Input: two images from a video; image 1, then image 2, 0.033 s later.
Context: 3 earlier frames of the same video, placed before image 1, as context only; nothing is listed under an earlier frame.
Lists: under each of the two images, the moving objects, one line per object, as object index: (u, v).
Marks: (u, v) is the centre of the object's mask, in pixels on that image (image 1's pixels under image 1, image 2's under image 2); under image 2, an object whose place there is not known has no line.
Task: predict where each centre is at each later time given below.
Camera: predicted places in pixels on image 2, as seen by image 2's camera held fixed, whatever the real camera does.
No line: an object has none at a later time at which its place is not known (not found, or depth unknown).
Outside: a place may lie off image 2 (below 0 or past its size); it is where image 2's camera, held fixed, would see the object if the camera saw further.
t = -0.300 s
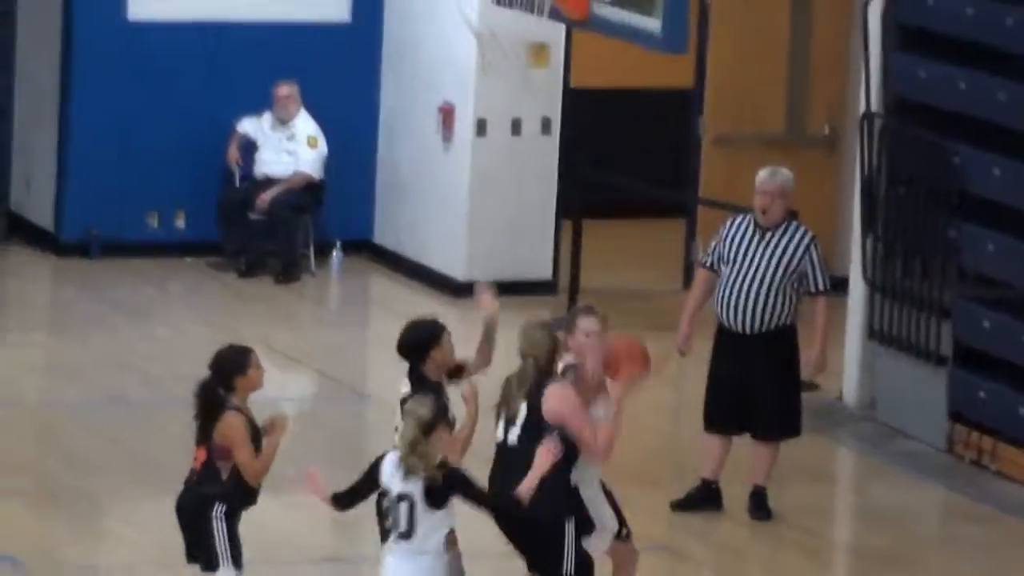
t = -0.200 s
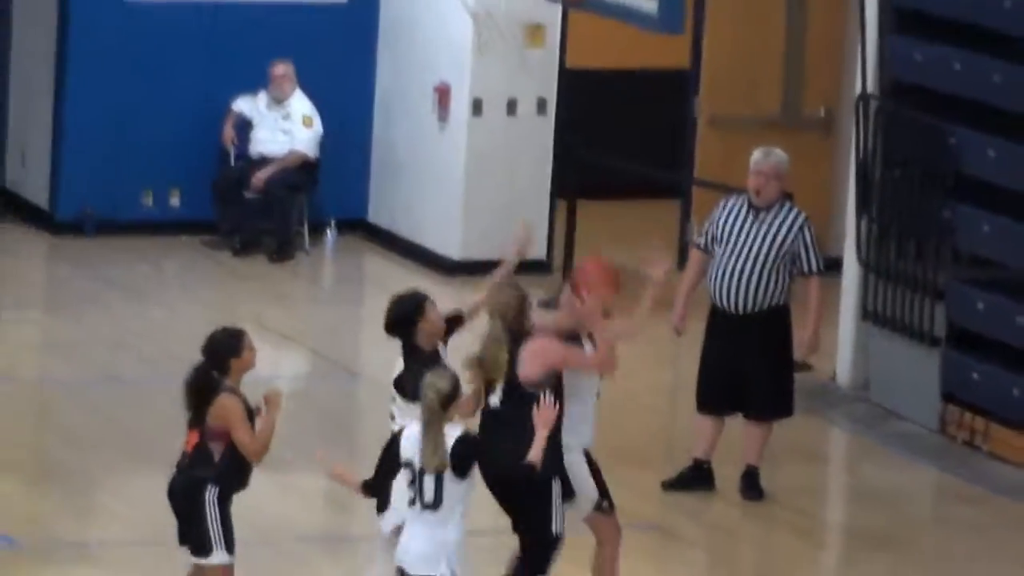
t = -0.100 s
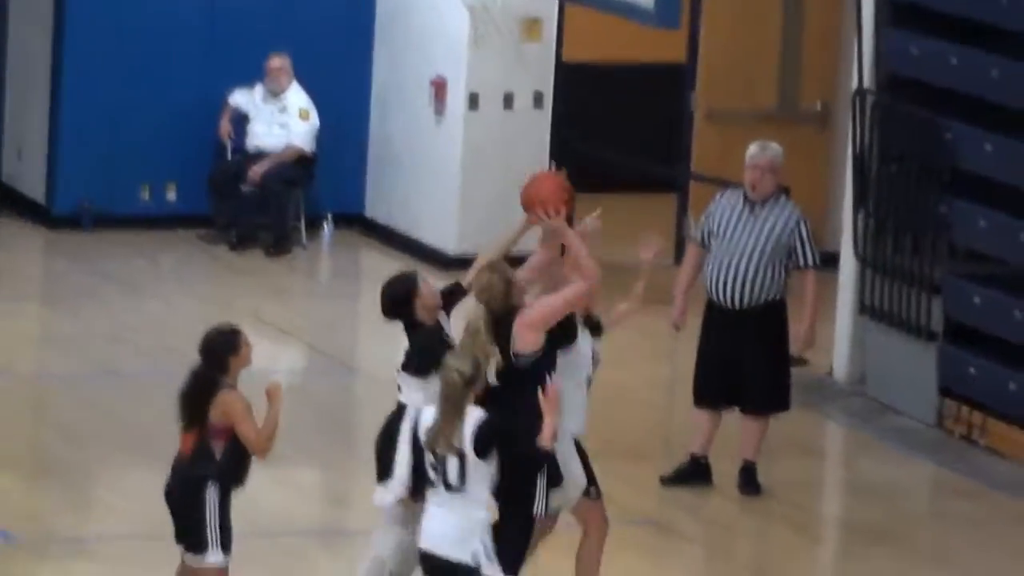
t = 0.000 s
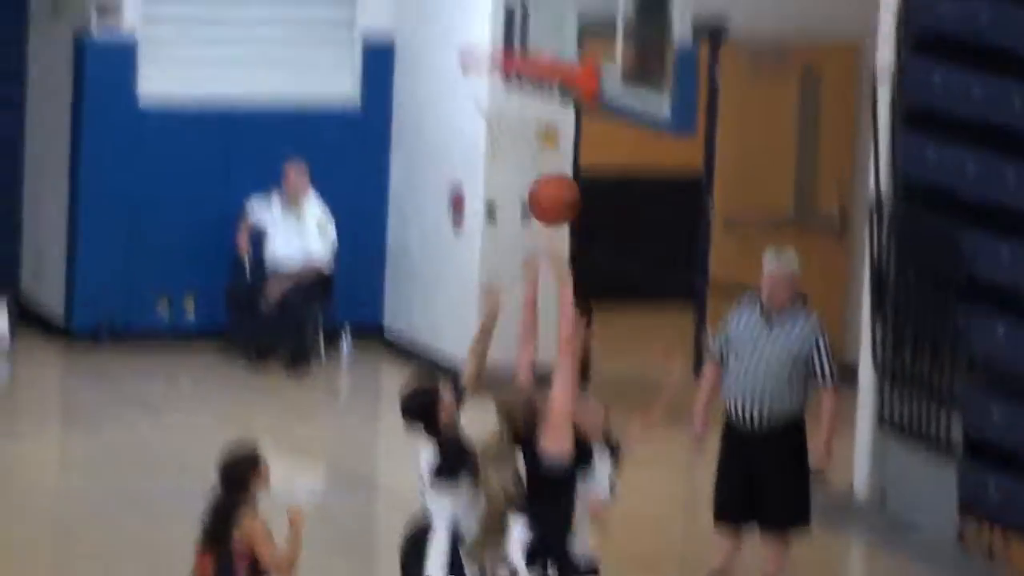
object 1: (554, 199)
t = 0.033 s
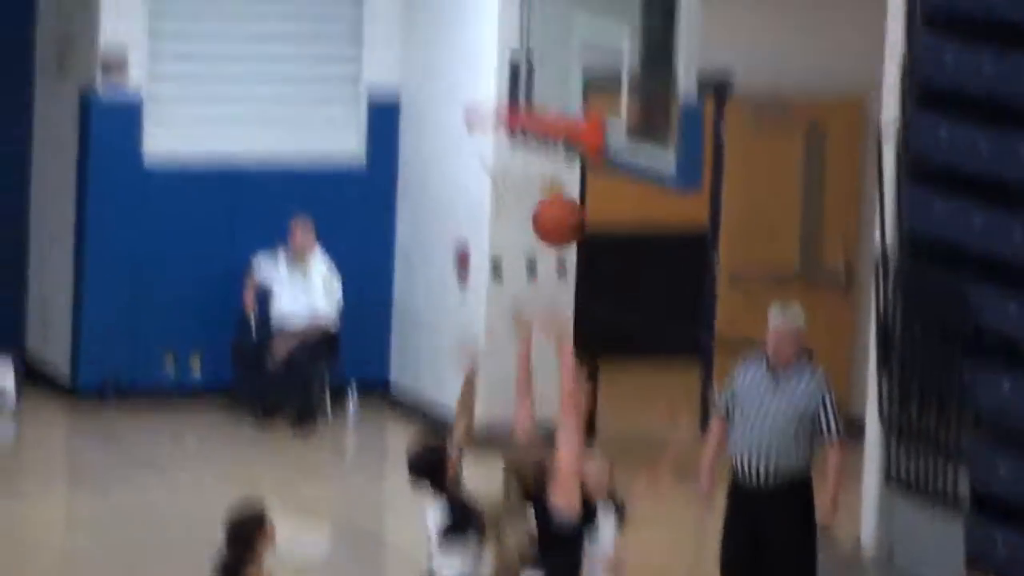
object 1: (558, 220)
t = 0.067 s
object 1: (558, 188)
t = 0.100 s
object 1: (556, 160)
